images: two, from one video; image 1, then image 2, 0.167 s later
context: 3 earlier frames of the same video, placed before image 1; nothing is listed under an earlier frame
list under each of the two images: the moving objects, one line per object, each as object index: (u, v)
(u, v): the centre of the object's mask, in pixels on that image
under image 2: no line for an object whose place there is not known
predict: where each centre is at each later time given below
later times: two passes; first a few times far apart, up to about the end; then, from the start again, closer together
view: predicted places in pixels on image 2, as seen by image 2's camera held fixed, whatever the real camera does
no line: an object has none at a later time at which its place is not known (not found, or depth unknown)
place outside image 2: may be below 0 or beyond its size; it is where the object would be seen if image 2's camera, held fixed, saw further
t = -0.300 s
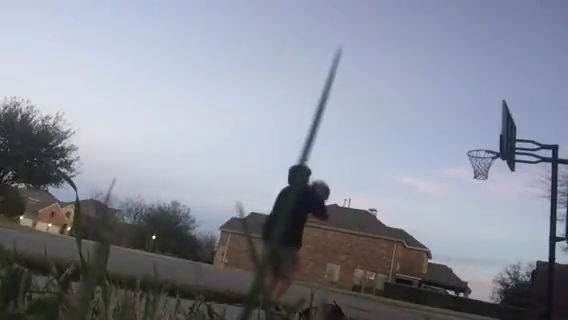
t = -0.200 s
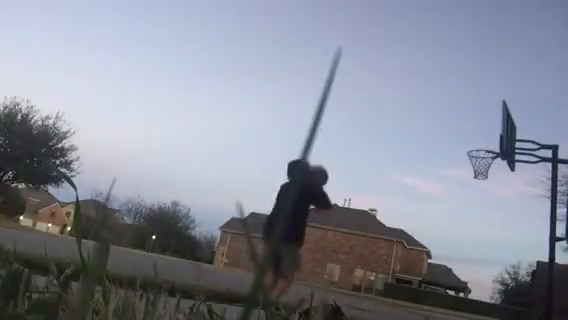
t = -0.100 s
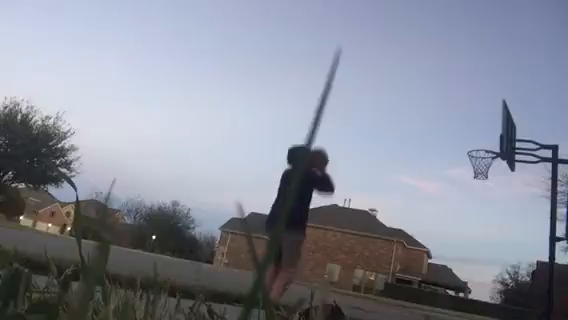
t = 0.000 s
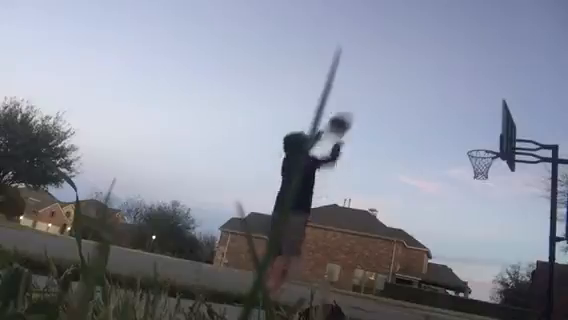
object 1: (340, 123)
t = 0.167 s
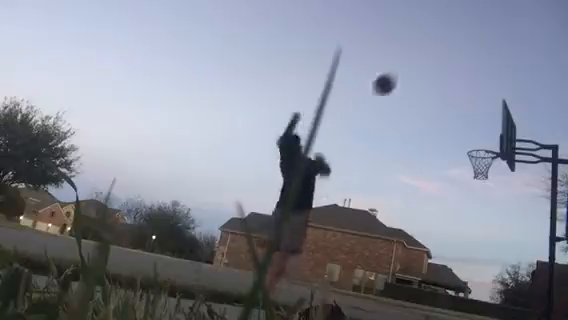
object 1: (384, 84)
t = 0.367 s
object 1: (422, 69)
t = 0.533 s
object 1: (445, 76)
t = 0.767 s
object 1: (469, 109)
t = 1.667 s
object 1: (460, 239)
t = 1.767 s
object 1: (454, 272)
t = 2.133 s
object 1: (446, 260)
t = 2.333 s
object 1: (444, 231)
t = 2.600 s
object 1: (437, 232)
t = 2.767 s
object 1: (431, 254)
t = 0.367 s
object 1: (422, 69)
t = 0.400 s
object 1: (427, 69)
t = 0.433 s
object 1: (432, 70)
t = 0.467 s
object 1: (437, 71)
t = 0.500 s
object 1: (441, 74)
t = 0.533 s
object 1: (445, 76)
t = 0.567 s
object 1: (449, 79)
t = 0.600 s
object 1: (453, 83)
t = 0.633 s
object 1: (457, 87)
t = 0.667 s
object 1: (460, 92)
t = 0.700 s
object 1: (463, 97)
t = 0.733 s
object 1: (467, 103)
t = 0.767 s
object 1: (469, 109)
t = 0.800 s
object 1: (472, 116)
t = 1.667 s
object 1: (460, 239)
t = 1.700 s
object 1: (458, 249)
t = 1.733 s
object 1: (456, 261)
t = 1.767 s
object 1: (454, 272)
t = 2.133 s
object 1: (446, 260)
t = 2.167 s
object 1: (446, 253)
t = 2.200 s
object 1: (446, 247)
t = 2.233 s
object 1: (445, 242)
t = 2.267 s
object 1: (445, 238)
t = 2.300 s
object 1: (445, 234)
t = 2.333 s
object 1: (444, 231)
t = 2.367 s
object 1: (444, 229)
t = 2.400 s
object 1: (443, 227)
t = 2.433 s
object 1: (442, 226)
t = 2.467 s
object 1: (441, 226)
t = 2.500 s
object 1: (440, 226)
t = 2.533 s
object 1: (439, 227)
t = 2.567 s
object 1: (438, 229)
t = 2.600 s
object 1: (437, 232)
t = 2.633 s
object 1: (436, 235)
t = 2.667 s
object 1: (434, 238)
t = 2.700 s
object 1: (433, 243)
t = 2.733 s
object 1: (431, 249)
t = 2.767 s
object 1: (431, 254)
